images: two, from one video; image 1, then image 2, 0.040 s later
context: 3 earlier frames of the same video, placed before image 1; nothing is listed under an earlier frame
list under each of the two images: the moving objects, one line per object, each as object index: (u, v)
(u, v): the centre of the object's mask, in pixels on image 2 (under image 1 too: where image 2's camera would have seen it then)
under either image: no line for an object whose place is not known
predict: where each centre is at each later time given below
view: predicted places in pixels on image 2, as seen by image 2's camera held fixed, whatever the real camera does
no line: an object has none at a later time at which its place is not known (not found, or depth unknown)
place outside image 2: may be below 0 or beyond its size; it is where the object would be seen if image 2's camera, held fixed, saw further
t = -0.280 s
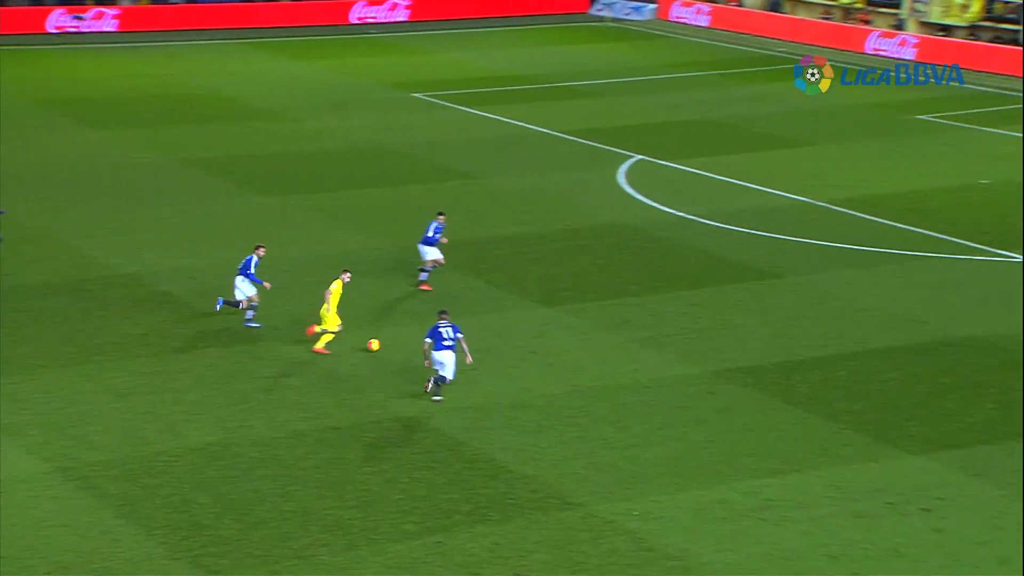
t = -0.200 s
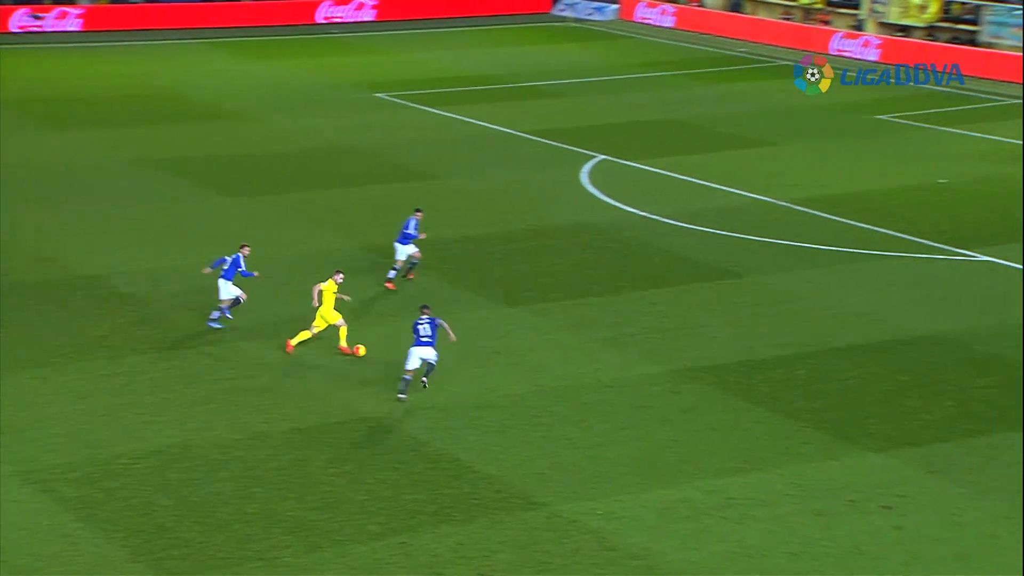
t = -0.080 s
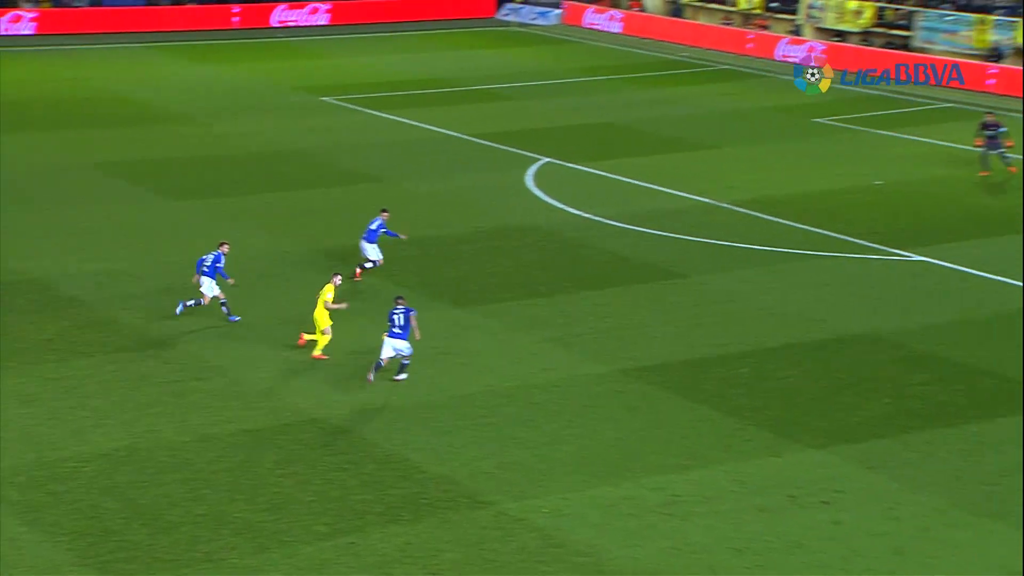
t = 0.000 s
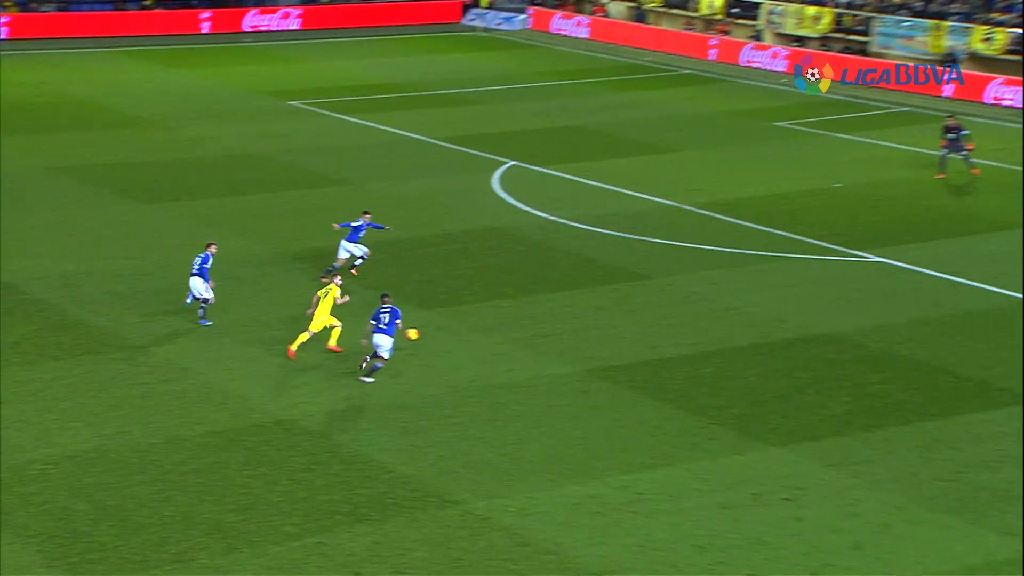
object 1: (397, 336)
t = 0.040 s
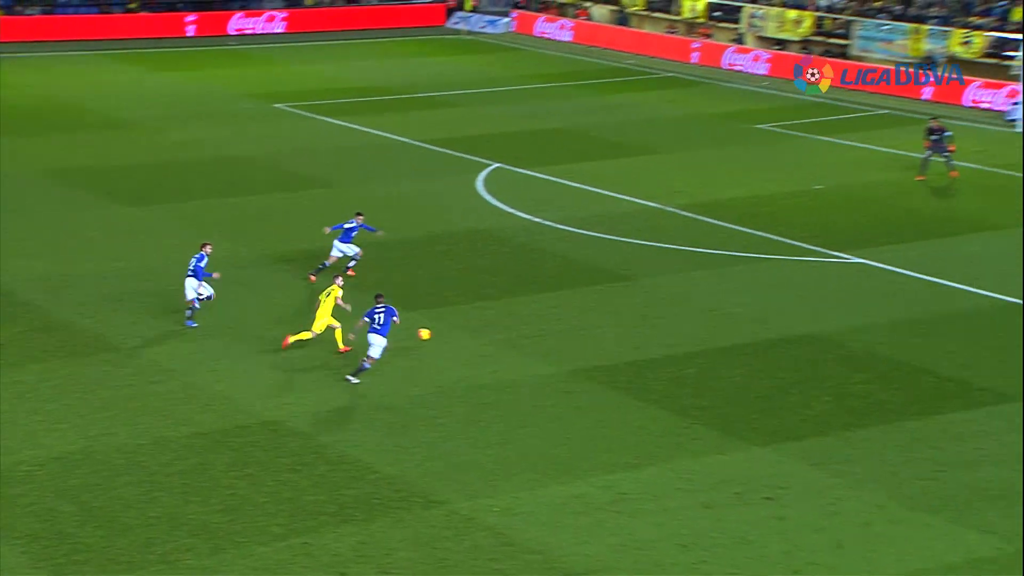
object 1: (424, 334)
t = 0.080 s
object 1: (450, 334)
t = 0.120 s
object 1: (476, 335)
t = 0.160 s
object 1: (502, 336)
